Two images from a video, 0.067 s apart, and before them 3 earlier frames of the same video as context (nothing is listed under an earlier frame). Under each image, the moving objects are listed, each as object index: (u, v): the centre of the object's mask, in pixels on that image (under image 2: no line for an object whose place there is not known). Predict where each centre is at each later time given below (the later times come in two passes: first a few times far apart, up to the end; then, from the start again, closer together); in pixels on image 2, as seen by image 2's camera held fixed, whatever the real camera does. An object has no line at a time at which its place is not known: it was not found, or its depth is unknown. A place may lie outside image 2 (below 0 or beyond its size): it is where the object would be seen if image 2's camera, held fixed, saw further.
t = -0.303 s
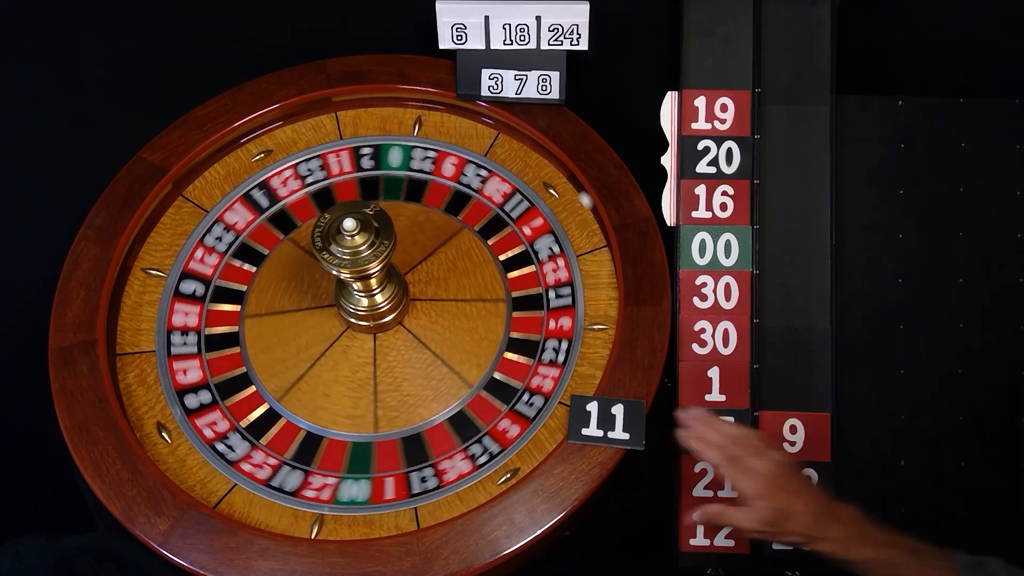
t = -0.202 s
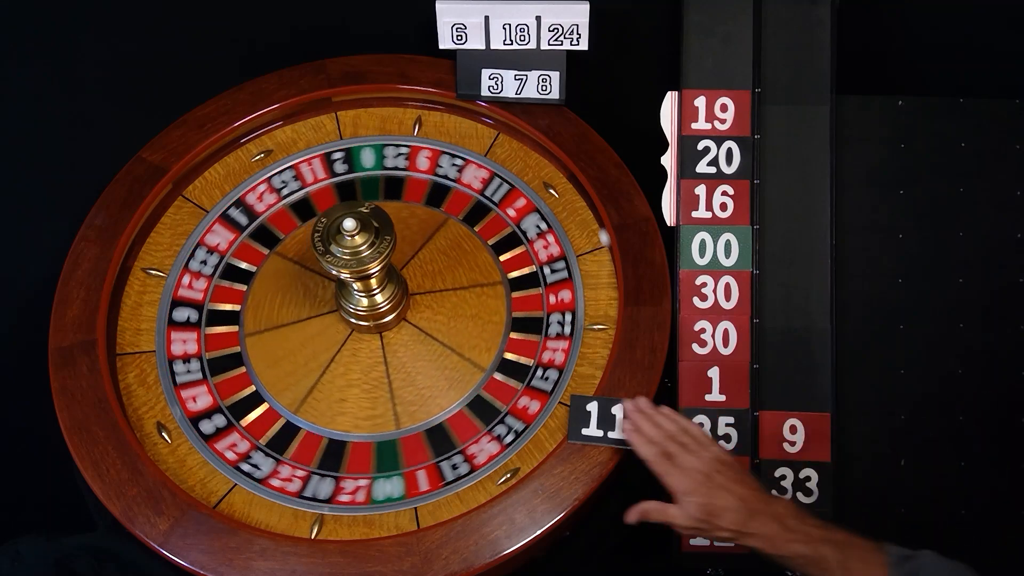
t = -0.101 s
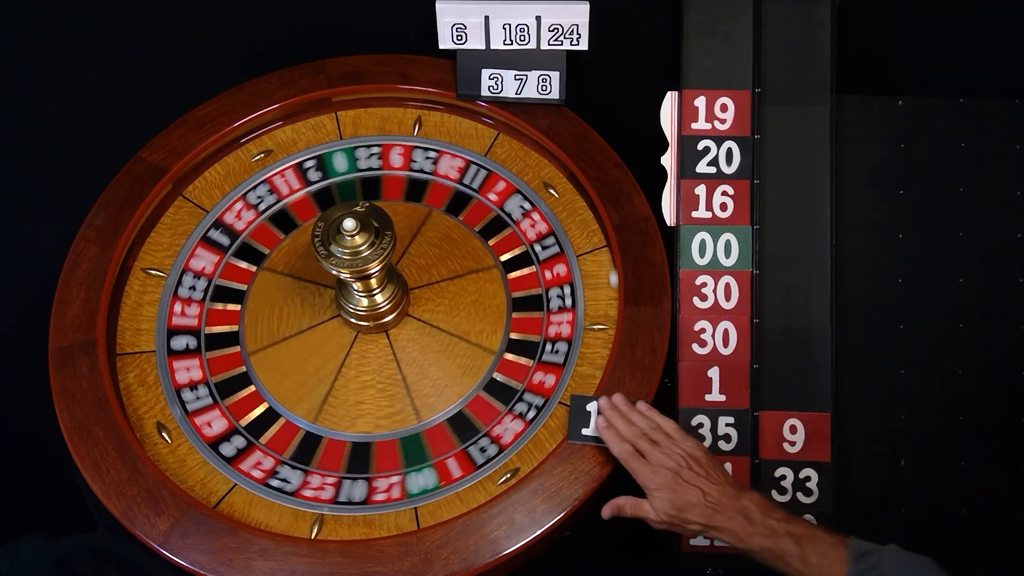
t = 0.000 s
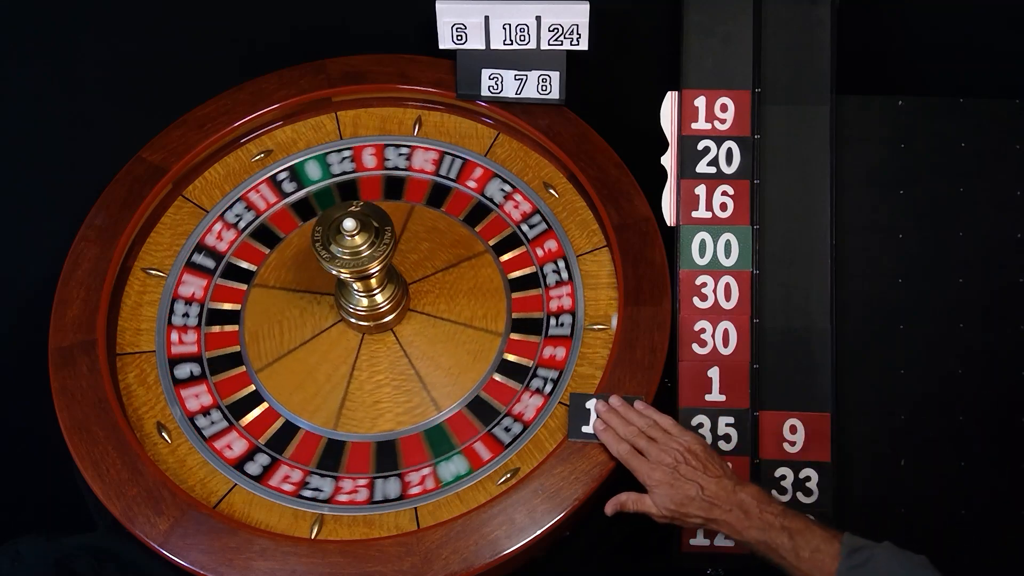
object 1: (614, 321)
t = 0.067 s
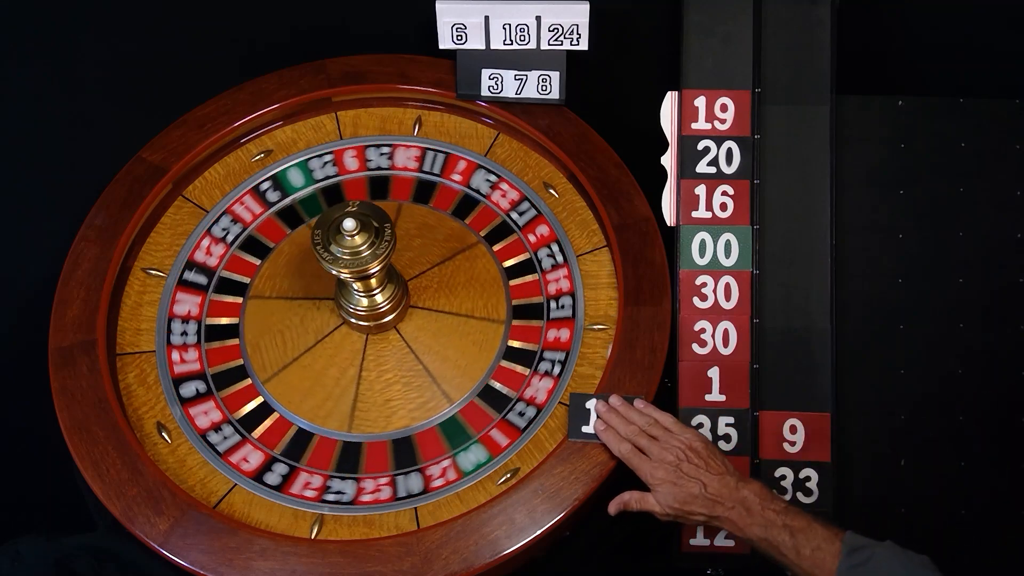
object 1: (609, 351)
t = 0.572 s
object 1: (441, 520)
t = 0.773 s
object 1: (333, 532)
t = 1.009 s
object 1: (283, 491)
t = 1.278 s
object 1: (261, 402)
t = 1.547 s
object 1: (204, 368)
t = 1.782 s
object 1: (209, 336)
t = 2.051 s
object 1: (252, 308)
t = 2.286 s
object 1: (254, 276)
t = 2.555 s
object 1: (218, 248)
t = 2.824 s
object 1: (251, 256)
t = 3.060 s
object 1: (248, 270)
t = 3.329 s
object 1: (232, 318)
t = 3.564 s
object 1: (241, 386)
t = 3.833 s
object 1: (279, 443)
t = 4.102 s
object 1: (335, 464)
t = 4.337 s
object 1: (402, 461)
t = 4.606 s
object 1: (471, 430)
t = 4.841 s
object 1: (515, 384)
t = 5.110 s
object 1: (537, 323)
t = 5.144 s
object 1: (537, 315)
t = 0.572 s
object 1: (441, 520)
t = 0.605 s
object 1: (424, 525)
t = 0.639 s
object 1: (406, 529)
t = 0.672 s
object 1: (388, 532)
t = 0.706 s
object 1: (369, 533)
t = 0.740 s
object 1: (351, 533)
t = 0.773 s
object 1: (333, 532)
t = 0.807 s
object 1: (319, 528)
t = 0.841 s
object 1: (314, 524)
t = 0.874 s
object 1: (311, 521)
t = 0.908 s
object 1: (304, 517)
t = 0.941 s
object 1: (296, 510)
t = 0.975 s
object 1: (289, 502)
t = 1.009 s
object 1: (283, 491)
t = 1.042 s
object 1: (281, 478)
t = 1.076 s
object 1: (277, 467)
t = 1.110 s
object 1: (278, 451)
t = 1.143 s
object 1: (277, 437)
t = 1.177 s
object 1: (276, 423)
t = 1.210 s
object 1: (276, 410)
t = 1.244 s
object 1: (269, 404)
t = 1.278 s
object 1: (261, 402)
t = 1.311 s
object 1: (251, 396)
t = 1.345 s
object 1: (242, 389)
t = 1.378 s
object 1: (235, 385)
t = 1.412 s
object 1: (227, 379)
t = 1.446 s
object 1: (221, 375)
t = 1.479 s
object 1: (219, 375)
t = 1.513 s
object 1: (215, 374)
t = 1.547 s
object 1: (204, 368)
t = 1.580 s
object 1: (199, 366)
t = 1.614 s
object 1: (195, 361)
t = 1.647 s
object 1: (195, 357)
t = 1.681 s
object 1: (196, 352)
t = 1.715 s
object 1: (201, 346)
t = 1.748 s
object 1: (205, 342)
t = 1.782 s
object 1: (209, 336)
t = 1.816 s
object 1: (211, 331)
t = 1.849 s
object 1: (216, 328)
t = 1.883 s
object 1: (224, 329)
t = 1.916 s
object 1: (232, 330)
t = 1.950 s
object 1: (238, 323)
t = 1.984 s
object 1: (244, 319)
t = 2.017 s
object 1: (248, 314)
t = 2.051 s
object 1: (252, 308)
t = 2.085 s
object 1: (255, 304)
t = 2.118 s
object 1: (257, 299)
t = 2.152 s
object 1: (258, 294)
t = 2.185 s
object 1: (258, 290)
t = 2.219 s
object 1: (258, 285)
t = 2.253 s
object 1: (257, 280)
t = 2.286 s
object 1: (254, 276)
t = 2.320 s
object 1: (252, 272)
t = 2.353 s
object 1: (248, 267)
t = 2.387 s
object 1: (242, 261)
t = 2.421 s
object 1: (236, 259)
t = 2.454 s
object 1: (233, 259)
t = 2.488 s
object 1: (226, 254)
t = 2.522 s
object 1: (220, 251)
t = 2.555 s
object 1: (218, 248)
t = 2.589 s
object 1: (218, 248)
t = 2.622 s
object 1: (218, 248)
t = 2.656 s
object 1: (221, 248)
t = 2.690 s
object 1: (226, 249)
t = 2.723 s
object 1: (233, 252)
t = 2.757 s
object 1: (239, 253)
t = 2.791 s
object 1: (245, 254)
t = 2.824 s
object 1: (251, 256)
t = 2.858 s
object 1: (257, 257)
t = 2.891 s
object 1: (257, 255)
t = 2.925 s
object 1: (256, 255)
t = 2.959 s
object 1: (255, 256)
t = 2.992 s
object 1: (252, 258)
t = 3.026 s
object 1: (251, 263)
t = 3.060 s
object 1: (248, 270)
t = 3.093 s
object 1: (238, 272)
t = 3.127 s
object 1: (229, 274)
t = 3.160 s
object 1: (222, 276)
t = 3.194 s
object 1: (223, 279)
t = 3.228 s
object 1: (226, 285)
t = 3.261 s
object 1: (228, 294)
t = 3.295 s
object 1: (230, 305)
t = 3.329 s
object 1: (232, 318)
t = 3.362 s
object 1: (233, 326)
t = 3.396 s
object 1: (235, 336)
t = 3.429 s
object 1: (236, 345)
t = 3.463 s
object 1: (239, 354)
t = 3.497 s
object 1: (239, 365)
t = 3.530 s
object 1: (240, 375)
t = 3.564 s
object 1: (241, 386)
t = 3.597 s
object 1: (242, 396)
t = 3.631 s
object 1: (243, 407)
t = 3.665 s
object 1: (244, 417)
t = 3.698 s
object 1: (250, 423)
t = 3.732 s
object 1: (258, 427)
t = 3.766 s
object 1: (265, 432)
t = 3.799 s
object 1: (272, 438)
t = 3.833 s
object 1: (279, 443)
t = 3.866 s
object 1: (285, 447)
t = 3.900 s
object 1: (290, 450)
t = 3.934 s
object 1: (296, 454)
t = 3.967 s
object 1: (301, 456)
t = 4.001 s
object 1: (308, 458)
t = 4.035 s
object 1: (317, 461)
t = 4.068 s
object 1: (326, 463)
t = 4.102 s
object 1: (335, 464)
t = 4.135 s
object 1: (345, 464)
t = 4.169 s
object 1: (354, 464)
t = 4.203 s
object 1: (364, 464)
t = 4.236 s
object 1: (373, 464)
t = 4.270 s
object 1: (383, 463)
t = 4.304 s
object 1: (393, 462)
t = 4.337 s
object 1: (402, 461)
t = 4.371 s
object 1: (412, 459)
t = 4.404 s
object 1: (421, 456)
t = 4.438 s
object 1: (430, 452)
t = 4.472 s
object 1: (439, 449)
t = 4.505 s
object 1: (447, 444)
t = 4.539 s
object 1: (455, 440)
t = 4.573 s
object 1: (464, 435)
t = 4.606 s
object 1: (471, 430)
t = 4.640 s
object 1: (479, 424)
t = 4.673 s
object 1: (486, 418)
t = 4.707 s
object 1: (492, 412)
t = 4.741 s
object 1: (499, 405)
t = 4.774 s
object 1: (504, 398)
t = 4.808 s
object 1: (510, 391)
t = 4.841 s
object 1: (515, 384)
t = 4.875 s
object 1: (519, 377)
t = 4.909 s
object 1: (523, 369)
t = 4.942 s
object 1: (526, 362)
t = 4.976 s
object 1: (530, 354)
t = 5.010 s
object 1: (532, 346)
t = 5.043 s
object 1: (534, 339)
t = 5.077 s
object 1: (536, 331)
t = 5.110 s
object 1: (537, 323)
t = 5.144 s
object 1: (537, 315)
